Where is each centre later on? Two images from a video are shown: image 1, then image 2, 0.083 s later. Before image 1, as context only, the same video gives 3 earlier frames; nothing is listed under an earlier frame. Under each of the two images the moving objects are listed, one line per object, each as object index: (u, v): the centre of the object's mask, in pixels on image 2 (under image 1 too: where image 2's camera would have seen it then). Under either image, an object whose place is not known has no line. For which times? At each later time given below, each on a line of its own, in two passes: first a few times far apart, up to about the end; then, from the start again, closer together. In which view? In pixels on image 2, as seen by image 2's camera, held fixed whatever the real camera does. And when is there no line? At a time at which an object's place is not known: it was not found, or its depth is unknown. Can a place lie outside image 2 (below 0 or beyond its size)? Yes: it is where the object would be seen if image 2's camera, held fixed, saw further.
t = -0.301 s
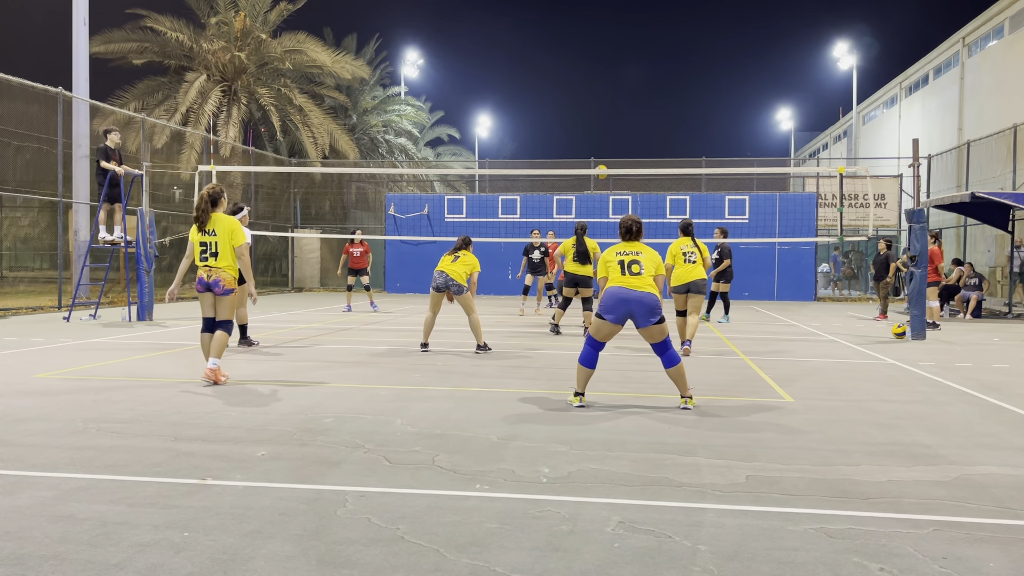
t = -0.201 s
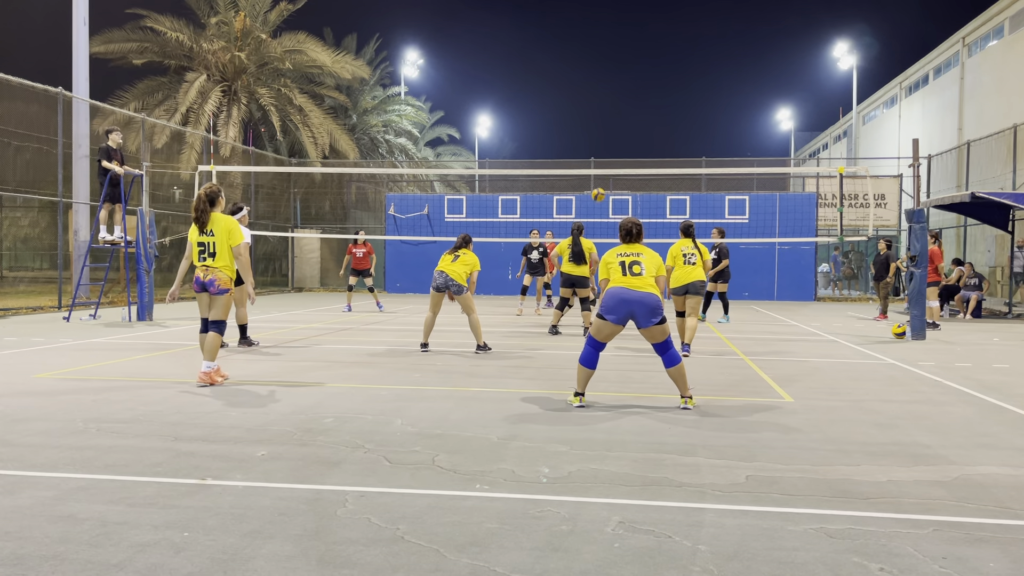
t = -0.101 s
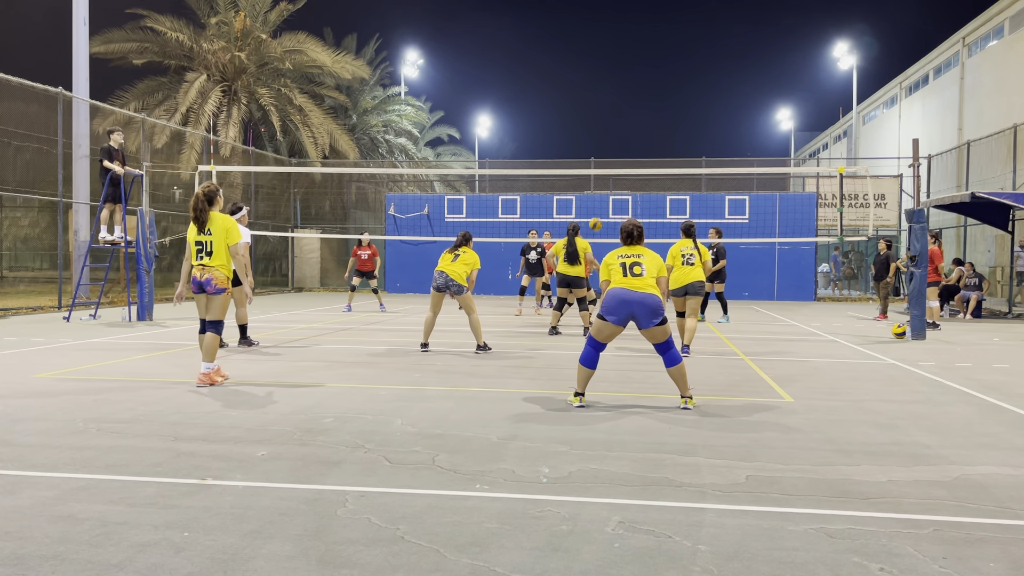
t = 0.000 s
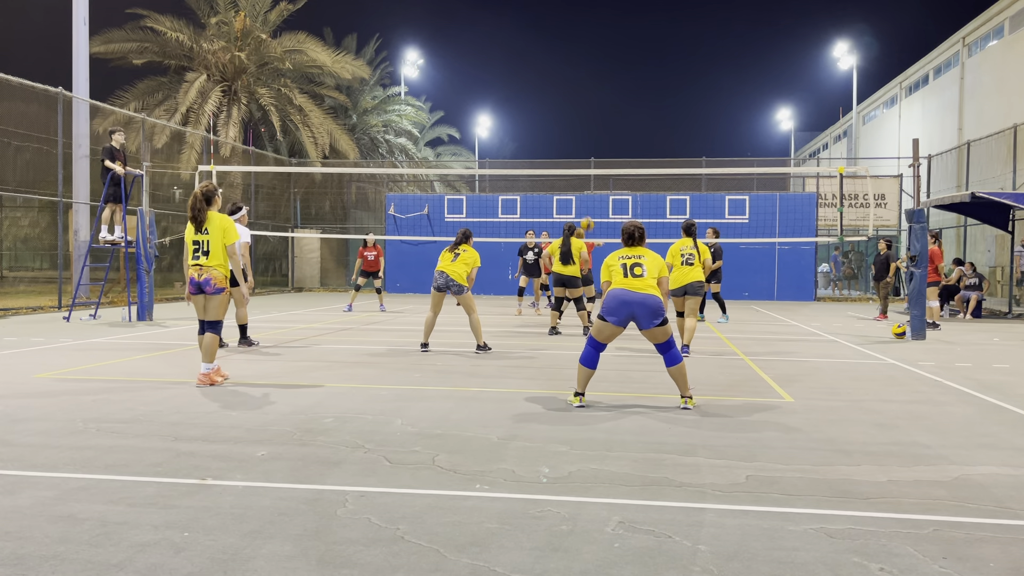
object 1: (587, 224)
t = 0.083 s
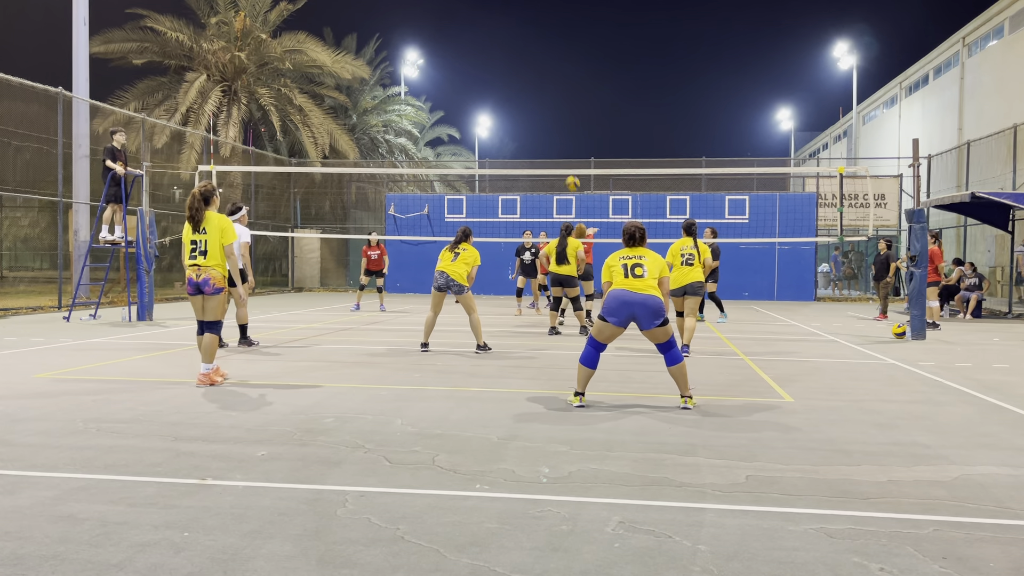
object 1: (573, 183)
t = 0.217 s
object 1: (550, 128)
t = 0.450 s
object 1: (513, 61)
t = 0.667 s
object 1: (478, 32)
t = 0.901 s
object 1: (441, 33)
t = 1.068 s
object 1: (417, 52)
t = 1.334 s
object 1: (379, 122)
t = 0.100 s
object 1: (570, 178)
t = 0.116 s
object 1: (567, 165)
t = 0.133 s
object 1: (564, 161)
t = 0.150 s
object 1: (561, 154)
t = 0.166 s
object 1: (559, 147)
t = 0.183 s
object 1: (556, 141)
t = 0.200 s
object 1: (553, 135)
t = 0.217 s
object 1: (550, 128)
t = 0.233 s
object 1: (548, 122)
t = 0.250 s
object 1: (545, 116)
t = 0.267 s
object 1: (542, 111)
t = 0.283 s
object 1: (540, 105)
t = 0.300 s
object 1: (537, 100)
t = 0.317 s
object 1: (534, 95)
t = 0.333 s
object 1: (531, 90)
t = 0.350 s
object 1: (529, 85)
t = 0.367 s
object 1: (526, 81)
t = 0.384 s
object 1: (523, 77)
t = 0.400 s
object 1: (521, 72)
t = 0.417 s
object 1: (518, 69)
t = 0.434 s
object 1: (515, 65)
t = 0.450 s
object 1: (513, 61)
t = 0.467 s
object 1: (510, 58)
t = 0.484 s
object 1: (507, 55)
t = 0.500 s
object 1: (505, 52)
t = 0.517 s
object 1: (502, 49)
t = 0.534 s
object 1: (499, 46)
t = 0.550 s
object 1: (497, 44)
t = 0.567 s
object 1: (494, 41)
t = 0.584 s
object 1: (491, 39)
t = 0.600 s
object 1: (488, 37)
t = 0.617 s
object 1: (486, 36)
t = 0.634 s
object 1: (483, 34)
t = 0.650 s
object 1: (480, 33)
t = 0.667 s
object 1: (478, 32)
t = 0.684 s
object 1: (475, 30)
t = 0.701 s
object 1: (473, 29)
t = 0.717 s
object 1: (470, 29)
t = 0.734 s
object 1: (467, 28)
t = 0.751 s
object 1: (465, 28)
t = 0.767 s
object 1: (462, 28)
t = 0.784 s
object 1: (460, 28)
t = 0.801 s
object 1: (457, 28)
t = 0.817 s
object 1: (454, 28)
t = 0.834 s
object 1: (452, 29)
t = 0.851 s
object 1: (449, 29)
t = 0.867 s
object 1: (447, 30)
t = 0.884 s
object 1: (444, 31)
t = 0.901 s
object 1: (441, 33)
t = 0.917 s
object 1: (439, 34)
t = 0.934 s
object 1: (436, 36)
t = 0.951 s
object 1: (434, 37)
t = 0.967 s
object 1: (431, 39)
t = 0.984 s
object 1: (429, 41)
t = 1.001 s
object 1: (426, 43)
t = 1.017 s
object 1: (424, 46)
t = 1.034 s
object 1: (422, 48)
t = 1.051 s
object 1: (420, 50)
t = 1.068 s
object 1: (417, 52)
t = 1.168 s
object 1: (401, 75)
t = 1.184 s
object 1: (399, 79)
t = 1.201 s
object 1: (397, 82)
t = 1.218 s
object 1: (395, 87)
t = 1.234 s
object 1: (393, 91)
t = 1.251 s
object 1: (390, 96)
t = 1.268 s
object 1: (388, 101)
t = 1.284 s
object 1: (386, 106)
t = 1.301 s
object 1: (383, 111)
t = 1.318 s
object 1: (381, 117)
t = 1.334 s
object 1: (379, 122)
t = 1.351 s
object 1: (376, 128)
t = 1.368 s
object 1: (374, 134)
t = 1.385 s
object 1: (372, 140)
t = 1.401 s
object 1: (370, 146)
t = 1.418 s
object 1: (368, 152)
